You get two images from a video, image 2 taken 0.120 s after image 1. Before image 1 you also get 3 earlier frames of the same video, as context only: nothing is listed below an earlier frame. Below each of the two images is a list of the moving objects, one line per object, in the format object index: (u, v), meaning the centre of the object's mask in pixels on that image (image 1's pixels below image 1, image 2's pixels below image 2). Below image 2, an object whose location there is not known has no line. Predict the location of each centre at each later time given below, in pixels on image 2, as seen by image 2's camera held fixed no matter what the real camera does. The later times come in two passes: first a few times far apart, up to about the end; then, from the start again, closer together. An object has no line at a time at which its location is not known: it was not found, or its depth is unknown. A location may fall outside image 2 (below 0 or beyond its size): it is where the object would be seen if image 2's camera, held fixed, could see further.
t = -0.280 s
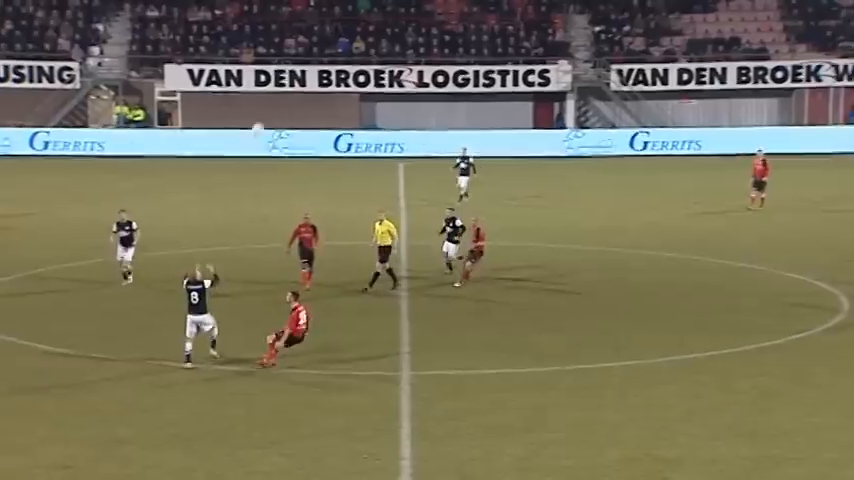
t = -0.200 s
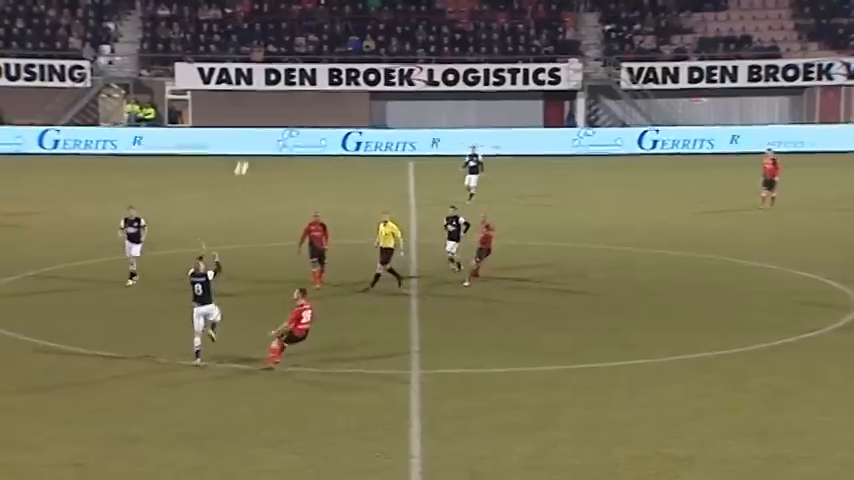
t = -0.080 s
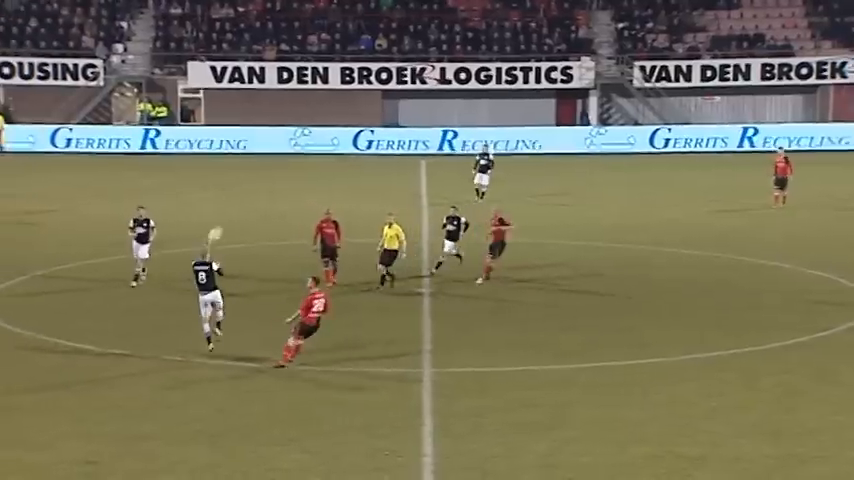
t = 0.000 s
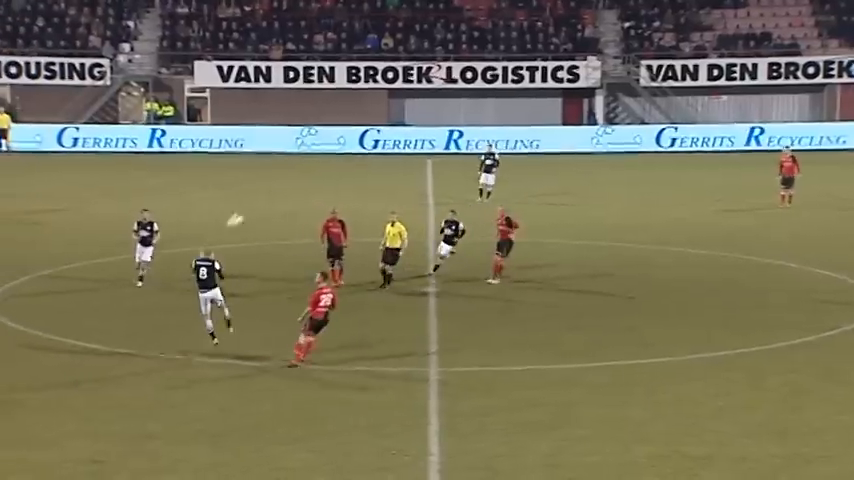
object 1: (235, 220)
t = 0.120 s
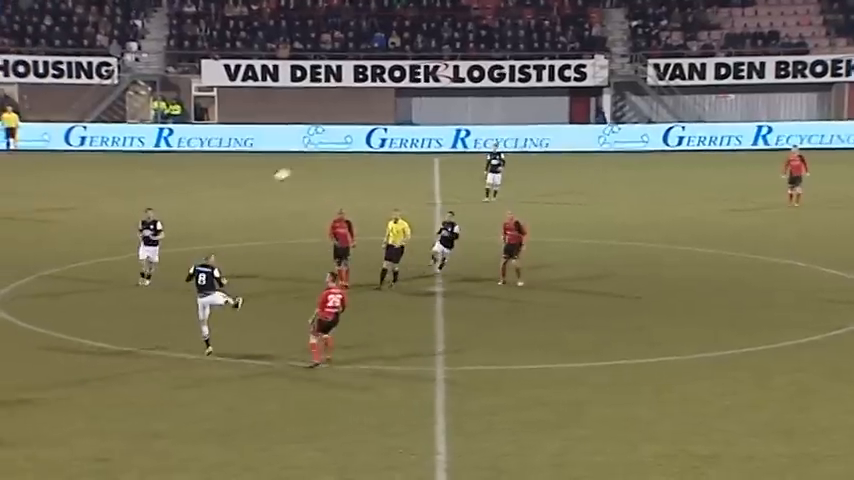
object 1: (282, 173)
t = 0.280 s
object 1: (337, 125)
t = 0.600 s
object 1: (439, 80)
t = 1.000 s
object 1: (563, 96)
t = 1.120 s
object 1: (598, 118)
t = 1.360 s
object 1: (669, 182)
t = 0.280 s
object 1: (337, 125)
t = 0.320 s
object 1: (348, 119)
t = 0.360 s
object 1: (361, 110)
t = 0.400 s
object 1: (374, 103)
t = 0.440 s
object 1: (387, 96)
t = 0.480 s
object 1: (400, 92)
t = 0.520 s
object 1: (413, 86)
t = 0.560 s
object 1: (426, 83)
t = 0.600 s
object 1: (439, 80)
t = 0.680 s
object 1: (464, 77)
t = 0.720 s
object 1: (476, 76)
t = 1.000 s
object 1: (563, 96)
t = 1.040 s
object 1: (575, 103)
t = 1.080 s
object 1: (587, 110)
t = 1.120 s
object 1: (598, 118)
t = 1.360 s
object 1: (669, 182)
